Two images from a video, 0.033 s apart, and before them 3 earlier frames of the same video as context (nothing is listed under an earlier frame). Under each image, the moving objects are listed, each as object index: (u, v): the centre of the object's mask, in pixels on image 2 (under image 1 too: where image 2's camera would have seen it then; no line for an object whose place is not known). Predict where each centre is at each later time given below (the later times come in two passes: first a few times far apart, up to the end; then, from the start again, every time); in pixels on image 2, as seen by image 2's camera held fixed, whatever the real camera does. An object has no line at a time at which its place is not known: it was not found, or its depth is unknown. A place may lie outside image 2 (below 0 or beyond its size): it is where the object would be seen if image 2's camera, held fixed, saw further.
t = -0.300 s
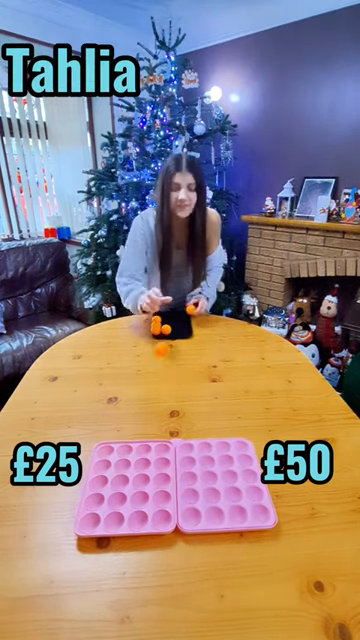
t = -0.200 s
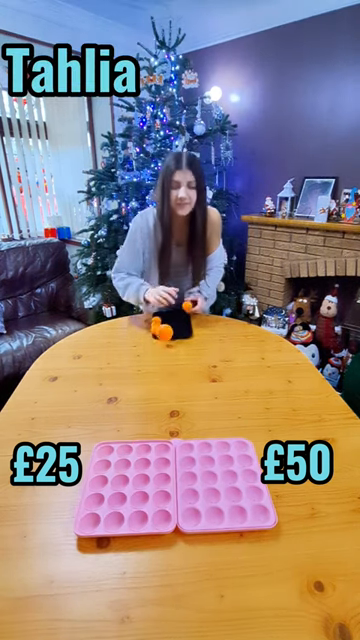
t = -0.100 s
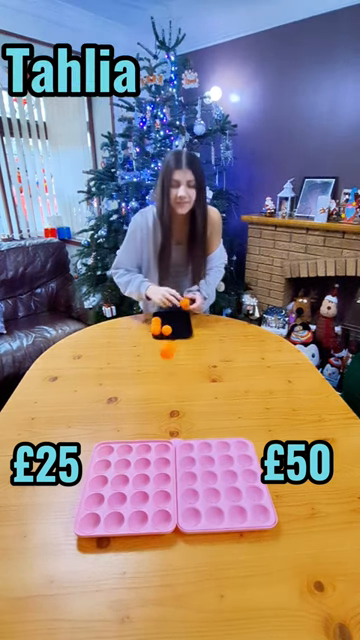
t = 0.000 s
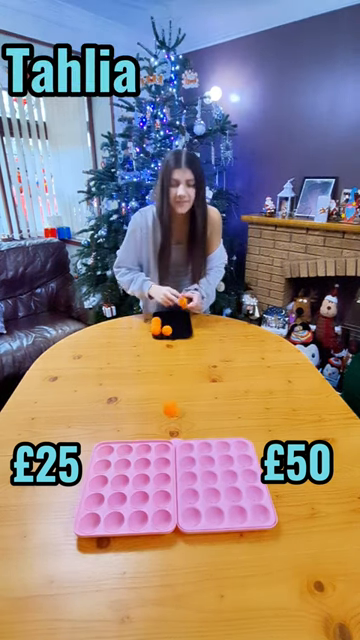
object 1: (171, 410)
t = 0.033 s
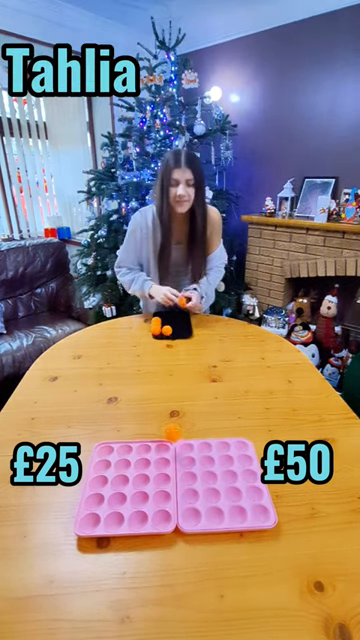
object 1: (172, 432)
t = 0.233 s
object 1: (161, 478)
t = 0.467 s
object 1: (162, 477)
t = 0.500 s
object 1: (162, 477)
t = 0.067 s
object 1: (173, 448)
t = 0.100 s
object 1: (170, 447)
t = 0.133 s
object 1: (167, 451)
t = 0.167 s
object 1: (164, 458)
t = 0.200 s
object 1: (161, 472)
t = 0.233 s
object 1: (161, 478)
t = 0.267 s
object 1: (163, 478)
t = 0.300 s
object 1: (165, 478)
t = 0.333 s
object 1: (167, 476)
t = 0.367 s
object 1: (167, 476)
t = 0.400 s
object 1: (167, 476)
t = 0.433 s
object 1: (165, 476)
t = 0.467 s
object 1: (162, 477)
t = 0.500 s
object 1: (162, 477)
